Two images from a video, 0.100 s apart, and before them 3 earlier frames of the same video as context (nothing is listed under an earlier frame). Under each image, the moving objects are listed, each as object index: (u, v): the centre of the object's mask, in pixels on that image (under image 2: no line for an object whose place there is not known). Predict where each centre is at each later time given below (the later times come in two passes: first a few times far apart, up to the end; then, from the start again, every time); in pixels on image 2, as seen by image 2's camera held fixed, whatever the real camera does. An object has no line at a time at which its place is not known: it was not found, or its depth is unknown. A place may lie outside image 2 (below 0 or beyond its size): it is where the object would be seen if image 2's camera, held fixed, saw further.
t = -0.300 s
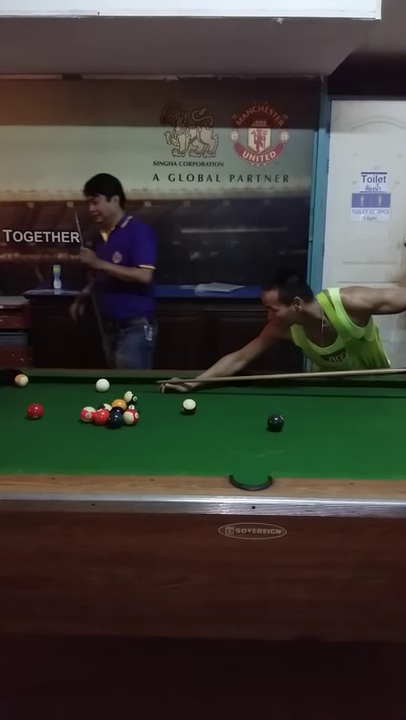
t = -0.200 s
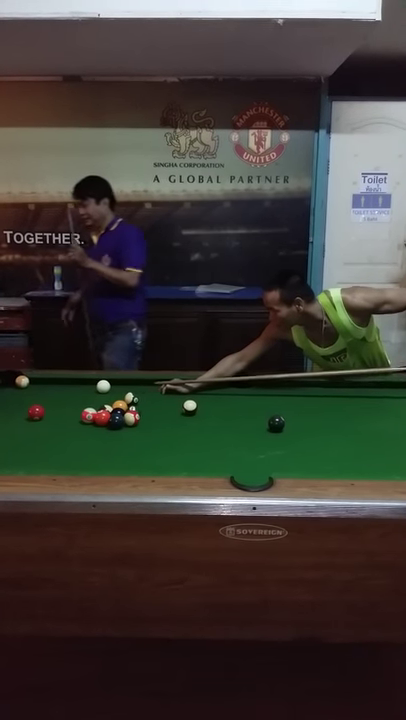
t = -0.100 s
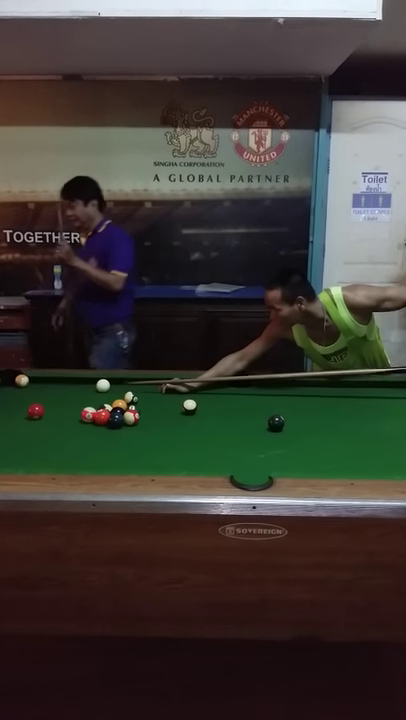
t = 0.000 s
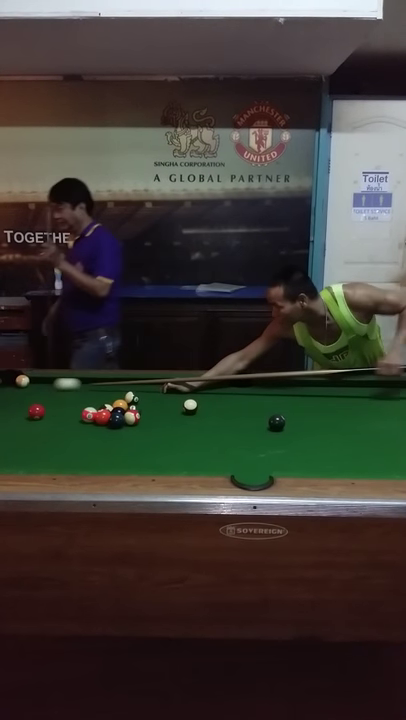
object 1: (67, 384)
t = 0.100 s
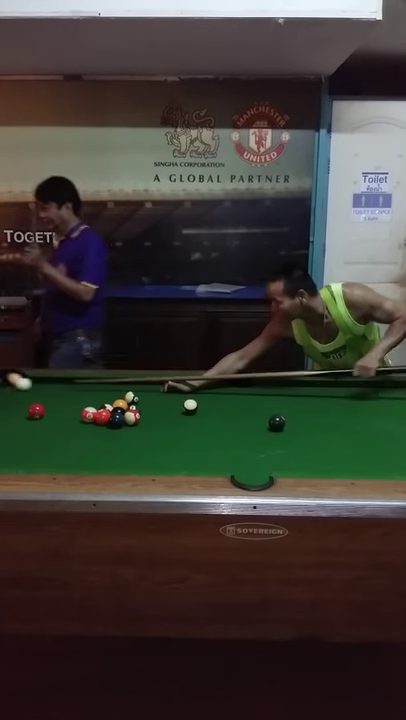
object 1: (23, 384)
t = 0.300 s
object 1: (9, 391)
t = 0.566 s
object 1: (28, 397)
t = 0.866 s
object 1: (50, 404)
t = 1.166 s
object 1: (71, 412)
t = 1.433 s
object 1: (72, 416)
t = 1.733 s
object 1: (68, 421)
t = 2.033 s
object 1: (65, 424)
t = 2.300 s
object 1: (62, 427)
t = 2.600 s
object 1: (59, 428)
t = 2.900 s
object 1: (58, 429)
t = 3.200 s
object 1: (58, 429)
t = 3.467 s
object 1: (59, 428)
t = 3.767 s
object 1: (62, 426)
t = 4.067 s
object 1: (63, 425)
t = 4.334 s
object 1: (63, 425)
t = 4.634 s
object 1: (62, 426)
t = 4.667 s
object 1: (62, 426)
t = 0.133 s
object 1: (16, 385)
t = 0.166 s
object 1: (8, 387)
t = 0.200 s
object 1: (4, 389)
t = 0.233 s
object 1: (5, 390)
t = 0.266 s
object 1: (7, 390)
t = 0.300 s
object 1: (9, 391)
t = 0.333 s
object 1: (12, 392)
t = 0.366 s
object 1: (14, 392)
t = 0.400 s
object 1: (16, 393)
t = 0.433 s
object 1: (18, 394)
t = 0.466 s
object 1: (21, 395)
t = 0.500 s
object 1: (23, 395)
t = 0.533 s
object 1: (26, 396)
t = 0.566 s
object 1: (28, 397)
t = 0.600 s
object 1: (30, 398)
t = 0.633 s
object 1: (33, 398)
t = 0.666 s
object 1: (35, 398)
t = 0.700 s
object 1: (38, 399)
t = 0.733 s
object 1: (40, 400)
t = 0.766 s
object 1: (43, 401)
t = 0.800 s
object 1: (46, 402)
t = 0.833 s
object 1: (48, 403)
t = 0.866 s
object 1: (50, 404)
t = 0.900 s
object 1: (52, 405)
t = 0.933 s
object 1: (54, 406)
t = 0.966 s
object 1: (57, 407)
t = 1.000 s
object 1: (59, 408)
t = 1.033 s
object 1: (62, 408)
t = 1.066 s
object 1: (64, 409)
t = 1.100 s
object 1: (66, 410)
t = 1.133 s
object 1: (68, 411)
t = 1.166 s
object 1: (71, 412)
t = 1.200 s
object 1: (73, 413)
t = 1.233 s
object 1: (74, 413)
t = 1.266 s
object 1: (74, 414)
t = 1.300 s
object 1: (73, 415)
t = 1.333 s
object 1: (73, 415)
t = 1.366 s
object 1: (73, 416)
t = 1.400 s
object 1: (72, 416)
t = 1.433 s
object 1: (72, 416)
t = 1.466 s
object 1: (72, 417)
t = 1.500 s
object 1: (71, 418)
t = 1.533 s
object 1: (71, 418)
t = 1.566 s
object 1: (70, 419)
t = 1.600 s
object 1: (70, 419)
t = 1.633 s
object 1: (70, 419)
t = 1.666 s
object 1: (69, 420)
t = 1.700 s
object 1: (69, 420)
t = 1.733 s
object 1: (68, 421)
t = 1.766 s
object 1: (68, 421)
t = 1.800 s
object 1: (68, 422)
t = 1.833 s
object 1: (67, 422)
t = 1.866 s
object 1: (67, 422)
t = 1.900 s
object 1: (67, 423)
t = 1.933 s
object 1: (66, 423)
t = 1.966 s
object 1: (66, 424)
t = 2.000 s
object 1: (65, 424)
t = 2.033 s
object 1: (65, 424)
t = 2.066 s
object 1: (65, 425)
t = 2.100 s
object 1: (64, 425)
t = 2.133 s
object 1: (64, 425)
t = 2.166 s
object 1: (64, 426)
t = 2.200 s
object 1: (64, 426)
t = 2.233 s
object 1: (63, 426)
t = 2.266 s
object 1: (62, 426)
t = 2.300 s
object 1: (62, 427)
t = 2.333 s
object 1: (62, 427)
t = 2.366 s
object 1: (62, 427)
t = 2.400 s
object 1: (61, 427)
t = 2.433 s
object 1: (61, 427)
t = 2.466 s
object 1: (60, 427)
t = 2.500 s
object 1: (60, 428)
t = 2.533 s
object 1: (60, 428)
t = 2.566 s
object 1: (59, 428)
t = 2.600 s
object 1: (59, 428)
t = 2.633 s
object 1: (59, 428)
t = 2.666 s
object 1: (59, 428)
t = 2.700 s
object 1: (58, 428)
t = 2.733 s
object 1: (58, 428)
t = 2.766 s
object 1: (58, 428)
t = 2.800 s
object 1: (58, 428)
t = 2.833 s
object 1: (58, 429)
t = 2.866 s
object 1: (58, 429)
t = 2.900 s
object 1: (58, 429)
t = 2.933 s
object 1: (58, 429)
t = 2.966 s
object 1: (58, 429)
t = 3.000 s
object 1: (58, 429)
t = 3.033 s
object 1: (58, 429)
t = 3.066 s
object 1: (58, 429)
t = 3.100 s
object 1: (58, 429)
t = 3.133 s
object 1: (58, 429)
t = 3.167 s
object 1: (58, 429)
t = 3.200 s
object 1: (58, 429)
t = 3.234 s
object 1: (59, 429)
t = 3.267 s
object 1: (59, 429)
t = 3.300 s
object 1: (58, 429)
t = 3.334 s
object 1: (58, 429)
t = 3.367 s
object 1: (59, 429)
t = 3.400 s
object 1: (59, 429)
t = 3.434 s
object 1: (59, 429)
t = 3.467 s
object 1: (59, 428)
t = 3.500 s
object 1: (60, 428)
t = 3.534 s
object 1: (60, 428)
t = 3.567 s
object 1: (60, 428)
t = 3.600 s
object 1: (60, 428)
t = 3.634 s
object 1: (61, 428)
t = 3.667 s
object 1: (61, 427)
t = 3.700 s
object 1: (62, 427)
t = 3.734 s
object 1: (62, 427)
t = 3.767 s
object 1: (62, 426)
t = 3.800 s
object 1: (62, 426)
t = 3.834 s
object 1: (62, 426)
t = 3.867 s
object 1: (63, 426)
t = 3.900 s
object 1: (63, 426)
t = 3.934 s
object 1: (63, 425)
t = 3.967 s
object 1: (63, 425)
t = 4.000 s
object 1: (63, 425)
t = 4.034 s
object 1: (63, 425)
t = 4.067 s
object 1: (63, 425)
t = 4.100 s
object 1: (63, 425)
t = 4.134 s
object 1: (63, 425)
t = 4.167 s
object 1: (63, 425)
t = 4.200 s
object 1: (63, 425)
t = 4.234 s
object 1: (64, 425)
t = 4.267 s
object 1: (64, 425)
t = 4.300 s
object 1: (64, 425)
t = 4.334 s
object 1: (63, 425)
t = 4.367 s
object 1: (63, 425)
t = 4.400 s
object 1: (63, 425)
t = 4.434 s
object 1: (64, 425)
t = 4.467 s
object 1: (63, 425)
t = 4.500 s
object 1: (63, 425)
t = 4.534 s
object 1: (63, 425)
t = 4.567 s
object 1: (63, 425)
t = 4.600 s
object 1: (62, 425)
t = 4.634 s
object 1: (62, 426)
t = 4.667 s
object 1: (62, 426)
